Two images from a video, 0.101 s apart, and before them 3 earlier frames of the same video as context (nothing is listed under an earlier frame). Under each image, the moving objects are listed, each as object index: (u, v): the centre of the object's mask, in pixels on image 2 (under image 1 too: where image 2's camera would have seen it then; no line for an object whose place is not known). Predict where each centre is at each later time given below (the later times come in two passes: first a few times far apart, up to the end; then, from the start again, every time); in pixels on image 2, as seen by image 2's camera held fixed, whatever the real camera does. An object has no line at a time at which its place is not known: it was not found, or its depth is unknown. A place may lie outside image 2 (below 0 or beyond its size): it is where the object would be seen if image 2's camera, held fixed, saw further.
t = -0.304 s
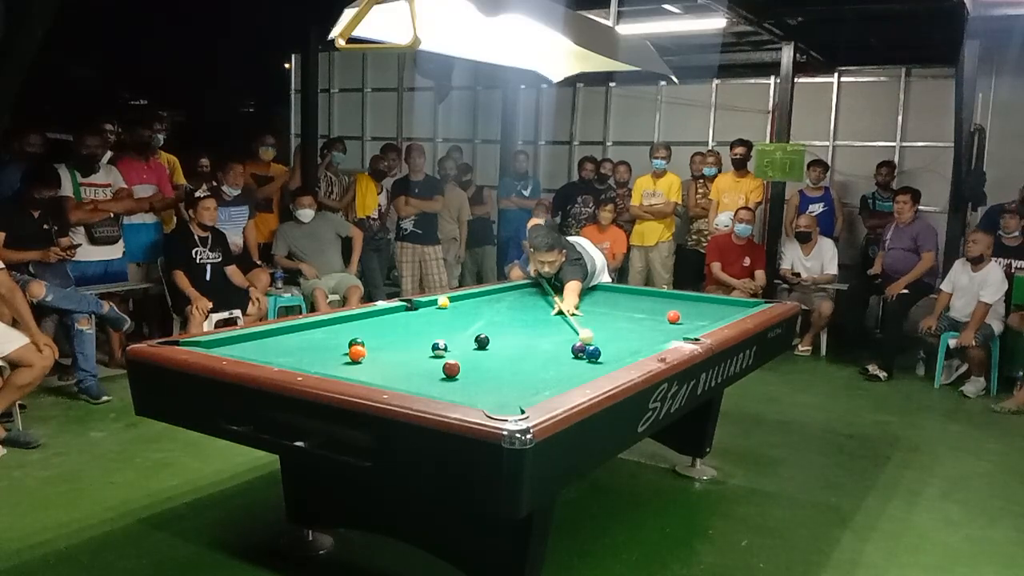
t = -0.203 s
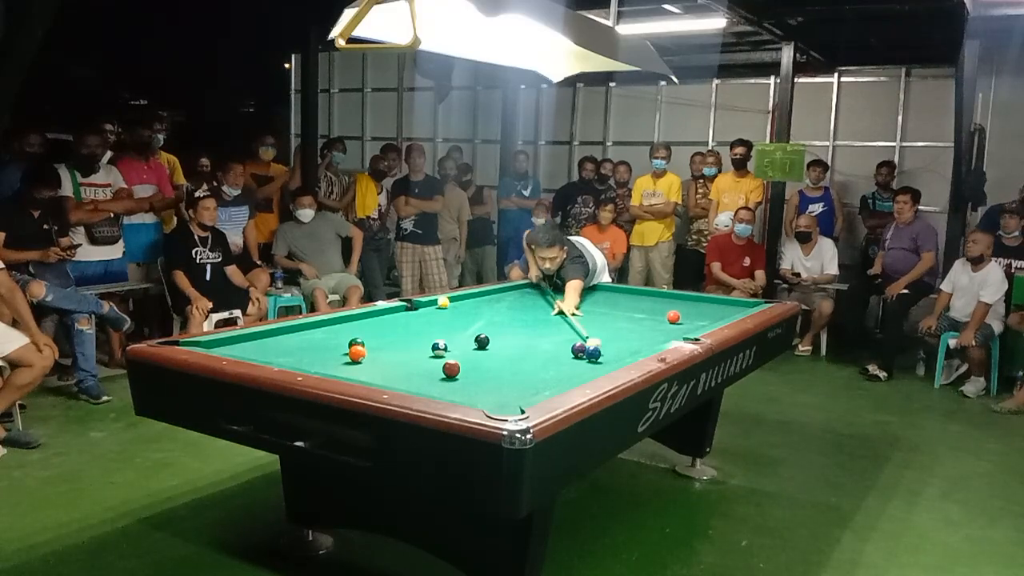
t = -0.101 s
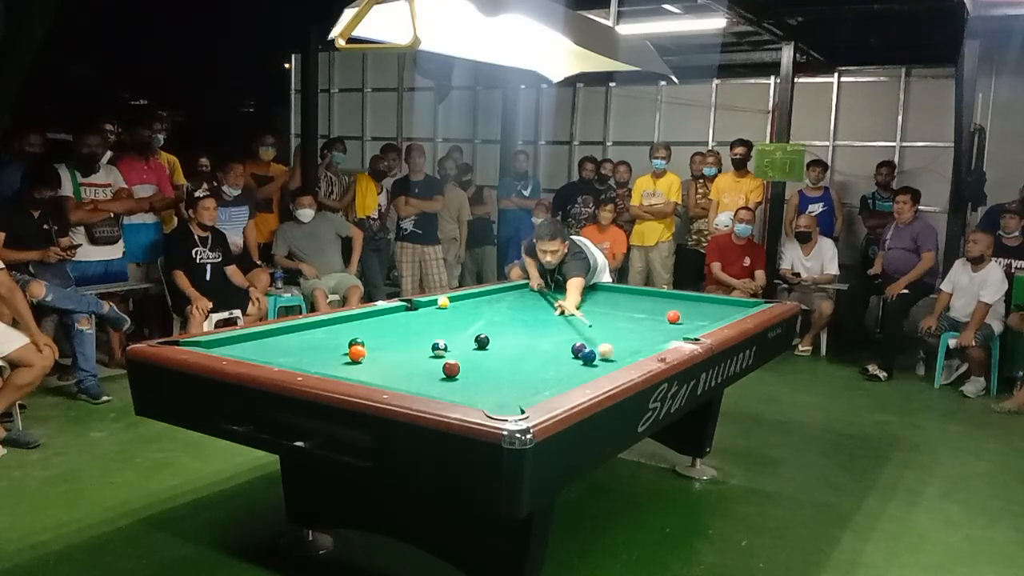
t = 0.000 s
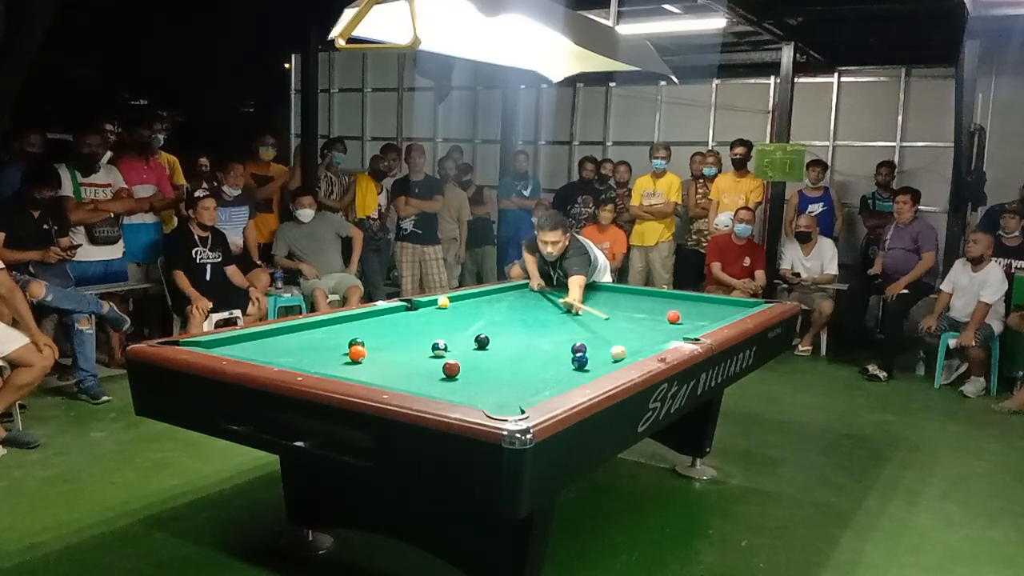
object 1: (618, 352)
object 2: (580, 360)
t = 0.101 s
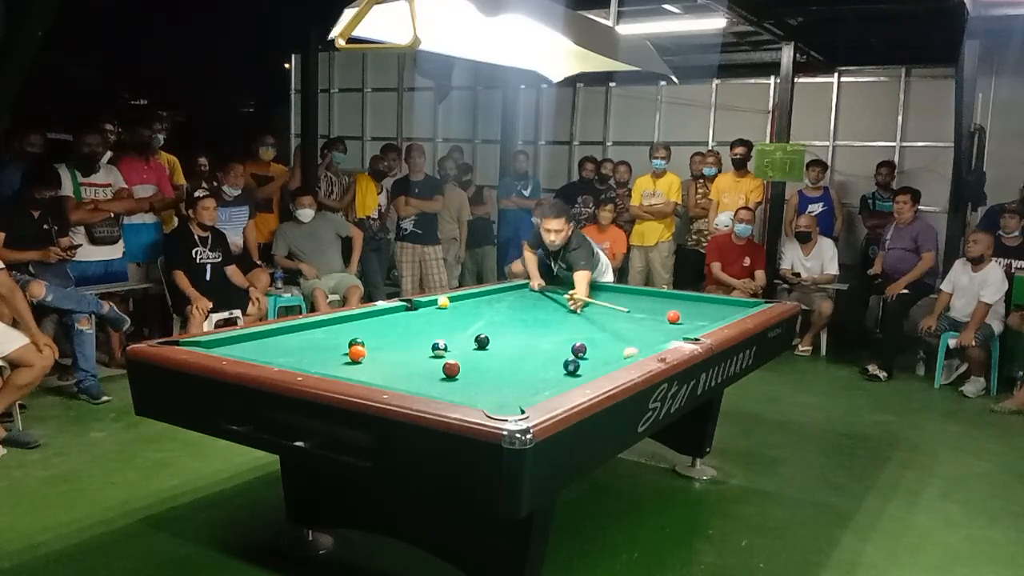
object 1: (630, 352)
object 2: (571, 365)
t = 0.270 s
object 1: (625, 351)
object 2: (557, 373)
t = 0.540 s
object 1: (614, 348)
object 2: (532, 386)
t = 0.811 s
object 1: (604, 343)
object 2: (505, 402)
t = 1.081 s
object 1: (596, 340)
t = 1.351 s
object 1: (589, 337)
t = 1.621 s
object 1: (581, 334)
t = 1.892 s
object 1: (576, 333)
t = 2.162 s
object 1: (571, 331)
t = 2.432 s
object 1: (568, 330)
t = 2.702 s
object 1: (565, 329)
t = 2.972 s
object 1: (564, 328)
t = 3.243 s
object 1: (563, 328)
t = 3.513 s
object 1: (563, 328)
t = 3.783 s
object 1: (563, 328)
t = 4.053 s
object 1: (563, 328)
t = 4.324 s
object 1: (563, 328)
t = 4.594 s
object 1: (563, 328)
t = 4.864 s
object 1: (563, 328)
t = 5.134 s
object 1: (563, 328)
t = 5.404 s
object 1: (563, 328)
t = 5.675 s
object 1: (563, 328)
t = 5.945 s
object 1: (563, 328)
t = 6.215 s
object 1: (563, 328)
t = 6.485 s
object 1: (563, 328)
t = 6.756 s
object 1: (563, 328)
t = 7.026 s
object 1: (563, 328)
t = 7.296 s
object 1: (563, 328)
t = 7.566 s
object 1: (563, 328)
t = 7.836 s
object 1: (563, 328)
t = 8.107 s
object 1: (563, 328)
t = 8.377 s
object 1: (563, 328)
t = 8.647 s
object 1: (563, 328)
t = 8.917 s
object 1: (563, 328)
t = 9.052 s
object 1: (563, 328)
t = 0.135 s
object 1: (630, 352)
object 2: (568, 367)
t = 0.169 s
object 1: (629, 352)
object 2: (566, 368)
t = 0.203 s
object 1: (628, 351)
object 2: (563, 370)
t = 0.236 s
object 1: (626, 351)
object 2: (560, 372)
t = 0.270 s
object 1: (625, 351)
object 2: (557, 373)
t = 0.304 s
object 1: (623, 351)
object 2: (554, 374)
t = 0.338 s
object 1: (622, 351)
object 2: (551, 376)
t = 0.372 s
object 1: (620, 350)
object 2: (548, 378)
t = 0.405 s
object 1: (619, 350)
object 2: (545, 380)
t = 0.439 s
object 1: (618, 349)
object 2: (542, 381)
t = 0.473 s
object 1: (616, 348)
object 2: (539, 383)
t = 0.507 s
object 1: (615, 348)
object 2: (535, 385)
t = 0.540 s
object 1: (614, 348)
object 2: (532, 386)
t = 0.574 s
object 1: (612, 347)
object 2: (529, 388)
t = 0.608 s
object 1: (611, 346)
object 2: (526, 390)
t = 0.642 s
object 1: (610, 346)
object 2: (522, 391)
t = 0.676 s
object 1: (609, 345)
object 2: (519, 393)
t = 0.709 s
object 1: (607, 345)
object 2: (515, 395)
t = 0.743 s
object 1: (606, 344)
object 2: (512, 398)
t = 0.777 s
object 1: (605, 344)
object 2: (508, 400)
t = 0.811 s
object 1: (604, 343)
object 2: (505, 402)
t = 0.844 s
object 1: (603, 343)
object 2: (501, 404)
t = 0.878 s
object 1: (602, 343)
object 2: (497, 405)
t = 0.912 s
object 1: (601, 342)
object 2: (494, 406)
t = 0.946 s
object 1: (600, 342)
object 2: (492, 406)
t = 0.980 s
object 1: (598, 341)
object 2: (495, 408)
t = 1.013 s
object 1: (598, 341)
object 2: (498, 410)
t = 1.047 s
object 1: (597, 340)
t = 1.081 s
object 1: (596, 340)
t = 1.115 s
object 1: (594, 340)
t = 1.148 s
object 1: (593, 339)
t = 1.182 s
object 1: (593, 339)
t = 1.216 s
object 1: (592, 338)
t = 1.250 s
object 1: (591, 338)
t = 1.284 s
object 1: (590, 338)
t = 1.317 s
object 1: (589, 337)
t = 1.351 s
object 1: (589, 337)
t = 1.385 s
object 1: (587, 337)
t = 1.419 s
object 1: (586, 336)
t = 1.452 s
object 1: (586, 336)
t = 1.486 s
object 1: (585, 335)
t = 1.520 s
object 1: (584, 335)
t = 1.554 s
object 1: (583, 335)
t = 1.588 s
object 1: (583, 335)
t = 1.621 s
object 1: (581, 334)
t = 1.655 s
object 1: (581, 334)
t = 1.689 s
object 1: (580, 334)
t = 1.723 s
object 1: (580, 334)
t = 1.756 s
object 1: (579, 333)
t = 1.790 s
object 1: (578, 333)
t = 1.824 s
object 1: (577, 333)
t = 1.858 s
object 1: (577, 333)
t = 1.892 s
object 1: (576, 333)
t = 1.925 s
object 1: (575, 332)
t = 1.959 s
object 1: (575, 332)
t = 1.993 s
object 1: (574, 332)
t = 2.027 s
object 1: (573, 332)
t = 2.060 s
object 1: (573, 332)
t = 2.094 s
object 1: (572, 332)
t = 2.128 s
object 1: (572, 331)
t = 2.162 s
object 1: (571, 331)
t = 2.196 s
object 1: (571, 331)
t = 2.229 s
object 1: (570, 331)
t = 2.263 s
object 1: (570, 330)
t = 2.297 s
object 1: (569, 330)
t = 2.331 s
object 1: (569, 330)
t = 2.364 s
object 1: (569, 330)
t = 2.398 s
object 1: (568, 330)
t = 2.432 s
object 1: (568, 330)
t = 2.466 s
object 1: (568, 330)
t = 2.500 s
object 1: (567, 330)
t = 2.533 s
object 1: (567, 329)
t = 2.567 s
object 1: (567, 329)
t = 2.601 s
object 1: (566, 329)
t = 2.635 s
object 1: (566, 329)
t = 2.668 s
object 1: (566, 329)
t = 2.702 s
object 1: (565, 329)
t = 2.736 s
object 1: (565, 329)
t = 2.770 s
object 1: (565, 328)
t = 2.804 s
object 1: (565, 329)
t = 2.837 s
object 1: (565, 328)
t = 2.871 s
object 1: (564, 328)
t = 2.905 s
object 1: (564, 328)
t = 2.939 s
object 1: (564, 328)
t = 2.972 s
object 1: (564, 328)
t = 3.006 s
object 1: (564, 328)
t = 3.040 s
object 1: (563, 328)
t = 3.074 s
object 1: (563, 328)
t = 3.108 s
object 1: (563, 328)
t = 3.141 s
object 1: (563, 328)
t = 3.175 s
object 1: (563, 328)
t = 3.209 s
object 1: (563, 328)
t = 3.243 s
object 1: (563, 328)
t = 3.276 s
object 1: (563, 328)
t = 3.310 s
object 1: (563, 328)
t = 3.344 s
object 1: (563, 328)
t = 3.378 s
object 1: (563, 328)
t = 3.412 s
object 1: (563, 328)
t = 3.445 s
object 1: (563, 328)
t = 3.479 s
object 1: (563, 328)
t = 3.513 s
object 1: (563, 328)
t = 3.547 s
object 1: (563, 328)
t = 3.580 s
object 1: (563, 328)
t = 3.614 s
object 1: (563, 328)
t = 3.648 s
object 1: (563, 328)
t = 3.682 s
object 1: (563, 328)
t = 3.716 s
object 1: (563, 328)
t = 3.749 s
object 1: (563, 328)
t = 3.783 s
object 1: (563, 328)
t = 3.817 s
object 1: (563, 328)
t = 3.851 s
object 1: (563, 328)
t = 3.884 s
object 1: (563, 328)
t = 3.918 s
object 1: (563, 328)
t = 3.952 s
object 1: (563, 328)
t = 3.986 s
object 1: (563, 328)
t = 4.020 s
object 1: (563, 328)
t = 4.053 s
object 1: (563, 328)
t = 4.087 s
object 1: (563, 328)
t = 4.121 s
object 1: (563, 328)
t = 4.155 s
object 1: (563, 328)
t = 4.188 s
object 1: (563, 328)
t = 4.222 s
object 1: (563, 328)
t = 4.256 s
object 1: (563, 328)
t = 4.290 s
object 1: (563, 328)
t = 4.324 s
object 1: (563, 328)
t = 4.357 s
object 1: (563, 328)
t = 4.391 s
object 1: (563, 328)
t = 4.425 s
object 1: (563, 328)
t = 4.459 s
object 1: (563, 328)
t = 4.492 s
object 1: (563, 328)
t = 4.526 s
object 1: (563, 328)
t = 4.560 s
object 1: (563, 328)
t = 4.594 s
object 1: (563, 328)
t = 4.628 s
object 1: (563, 328)
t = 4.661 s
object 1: (563, 328)
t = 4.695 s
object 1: (563, 328)
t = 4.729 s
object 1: (563, 328)
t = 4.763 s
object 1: (563, 328)
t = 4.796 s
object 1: (563, 328)
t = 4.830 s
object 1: (563, 328)
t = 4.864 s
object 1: (563, 328)
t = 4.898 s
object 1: (563, 328)
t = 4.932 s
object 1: (563, 328)
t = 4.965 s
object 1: (563, 328)
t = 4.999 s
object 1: (563, 328)
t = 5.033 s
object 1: (563, 328)
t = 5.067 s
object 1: (563, 328)
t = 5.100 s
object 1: (563, 328)
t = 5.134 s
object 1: (563, 328)
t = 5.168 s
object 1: (563, 328)
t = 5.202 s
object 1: (563, 328)
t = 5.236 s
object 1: (563, 328)
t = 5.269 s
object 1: (563, 328)
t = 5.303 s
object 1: (563, 328)
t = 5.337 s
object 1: (563, 328)
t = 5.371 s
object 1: (563, 328)
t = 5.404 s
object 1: (563, 328)
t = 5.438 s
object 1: (563, 328)
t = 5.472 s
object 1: (563, 328)
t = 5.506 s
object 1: (563, 328)
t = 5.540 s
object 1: (563, 328)
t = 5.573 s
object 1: (563, 328)
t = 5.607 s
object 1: (563, 328)
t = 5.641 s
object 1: (563, 328)
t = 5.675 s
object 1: (563, 328)
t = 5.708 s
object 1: (563, 328)
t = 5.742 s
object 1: (563, 328)
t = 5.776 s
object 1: (563, 328)
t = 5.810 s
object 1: (563, 328)
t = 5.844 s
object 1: (563, 328)
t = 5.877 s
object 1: (563, 328)
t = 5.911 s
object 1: (563, 328)
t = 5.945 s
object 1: (563, 328)
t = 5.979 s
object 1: (563, 328)
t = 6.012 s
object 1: (563, 328)
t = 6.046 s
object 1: (563, 328)
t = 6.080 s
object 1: (563, 328)
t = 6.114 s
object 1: (563, 328)
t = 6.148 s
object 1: (563, 328)
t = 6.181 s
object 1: (563, 328)
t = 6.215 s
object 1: (563, 328)
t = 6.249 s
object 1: (563, 328)
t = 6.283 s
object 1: (563, 328)
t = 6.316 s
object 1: (563, 328)
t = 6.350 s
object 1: (563, 328)
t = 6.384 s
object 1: (563, 328)
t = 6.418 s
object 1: (563, 328)
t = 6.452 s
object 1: (563, 328)
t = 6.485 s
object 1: (563, 328)
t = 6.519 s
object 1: (563, 328)
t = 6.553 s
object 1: (563, 328)
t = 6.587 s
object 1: (563, 328)
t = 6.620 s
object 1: (563, 328)
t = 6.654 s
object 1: (563, 328)
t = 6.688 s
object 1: (563, 328)
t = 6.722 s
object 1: (563, 328)
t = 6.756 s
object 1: (563, 328)
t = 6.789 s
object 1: (563, 328)
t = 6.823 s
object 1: (563, 328)
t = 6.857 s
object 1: (563, 328)
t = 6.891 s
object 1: (563, 328)
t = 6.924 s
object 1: (563, 328)
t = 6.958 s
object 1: (563, 328)
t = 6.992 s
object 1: (563, 328)
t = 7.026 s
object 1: (563, 328)
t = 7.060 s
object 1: (563, 328)
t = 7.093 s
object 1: (563, 328)
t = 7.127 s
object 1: (563, 328)
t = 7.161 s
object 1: (563, 328)
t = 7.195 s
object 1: (563, 328)
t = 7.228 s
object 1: (563, 328)
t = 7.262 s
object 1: (563, 328)
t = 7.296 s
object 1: (563, 328)
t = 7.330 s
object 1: (563, 328)
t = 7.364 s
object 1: (563, 328)
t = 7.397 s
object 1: (563, 328)
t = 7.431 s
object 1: (563, 328)
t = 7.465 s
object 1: (563, 328)
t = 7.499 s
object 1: (563, 328)
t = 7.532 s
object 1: (563, 328)
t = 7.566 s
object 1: (563, 328)
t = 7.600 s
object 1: (563, 328)
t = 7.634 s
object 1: (563, 328)
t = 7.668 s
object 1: (563, 328)
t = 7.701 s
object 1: (563, 328)
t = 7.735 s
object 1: (563, 328)
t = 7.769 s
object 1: (563, 328)
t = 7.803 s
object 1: (563, 328)
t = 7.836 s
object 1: (563, 328)
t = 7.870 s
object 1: (563, 328)
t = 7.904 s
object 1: (563, 328)
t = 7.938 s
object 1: (563, 328)
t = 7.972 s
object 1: (563, 328)
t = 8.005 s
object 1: (563, 328)
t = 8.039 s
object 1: (563, 328)
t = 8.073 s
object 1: (563, 328)
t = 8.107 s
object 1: (563, 328)
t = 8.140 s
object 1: (563, 328)
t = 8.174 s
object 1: (563, 328)
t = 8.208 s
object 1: (563, 328)
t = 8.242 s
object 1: (563, 328)
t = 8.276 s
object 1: (563, 328)
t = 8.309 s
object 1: (563, 328)
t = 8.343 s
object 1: (563, 328)
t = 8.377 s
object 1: (563, 328)
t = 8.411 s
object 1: (563, 328)
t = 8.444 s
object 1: (563, 328)
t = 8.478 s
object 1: (563, 328)
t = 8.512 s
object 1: (563, 328)
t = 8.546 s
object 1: (563, 328)
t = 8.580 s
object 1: (563, 328)
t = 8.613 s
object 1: (563, 328)
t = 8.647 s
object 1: (563, 328)
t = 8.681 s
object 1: (563, 328)
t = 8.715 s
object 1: (563, 328)
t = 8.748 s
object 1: (563, 328)
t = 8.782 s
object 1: (563, 328)
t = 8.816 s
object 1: (563, 328)
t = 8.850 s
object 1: (563, 328)
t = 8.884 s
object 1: (563, 328)
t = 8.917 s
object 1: (563, 328)
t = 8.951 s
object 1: (563, 328)
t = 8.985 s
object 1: (563, 328)
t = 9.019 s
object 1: (563, 328)
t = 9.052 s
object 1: (563, 328)
